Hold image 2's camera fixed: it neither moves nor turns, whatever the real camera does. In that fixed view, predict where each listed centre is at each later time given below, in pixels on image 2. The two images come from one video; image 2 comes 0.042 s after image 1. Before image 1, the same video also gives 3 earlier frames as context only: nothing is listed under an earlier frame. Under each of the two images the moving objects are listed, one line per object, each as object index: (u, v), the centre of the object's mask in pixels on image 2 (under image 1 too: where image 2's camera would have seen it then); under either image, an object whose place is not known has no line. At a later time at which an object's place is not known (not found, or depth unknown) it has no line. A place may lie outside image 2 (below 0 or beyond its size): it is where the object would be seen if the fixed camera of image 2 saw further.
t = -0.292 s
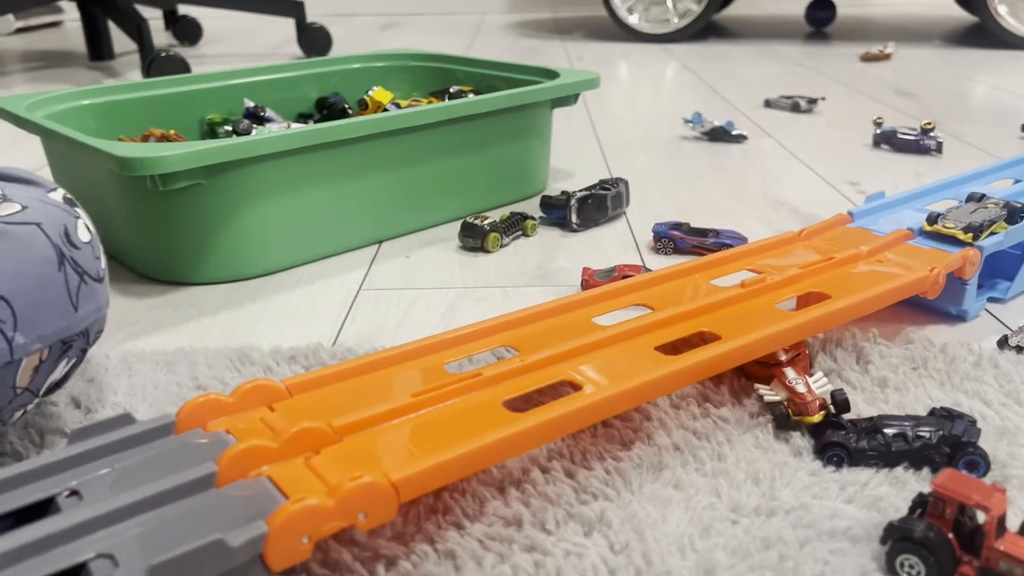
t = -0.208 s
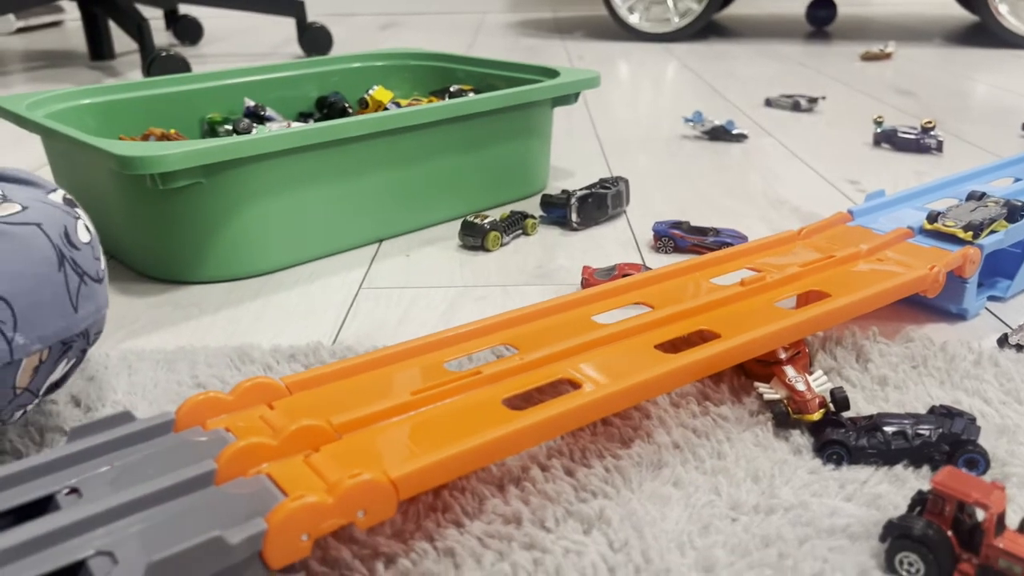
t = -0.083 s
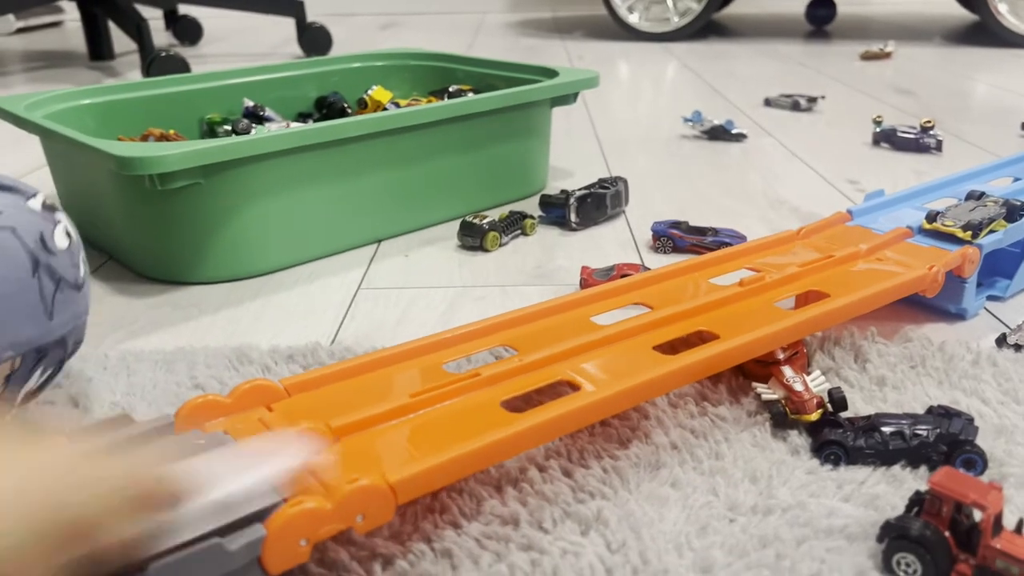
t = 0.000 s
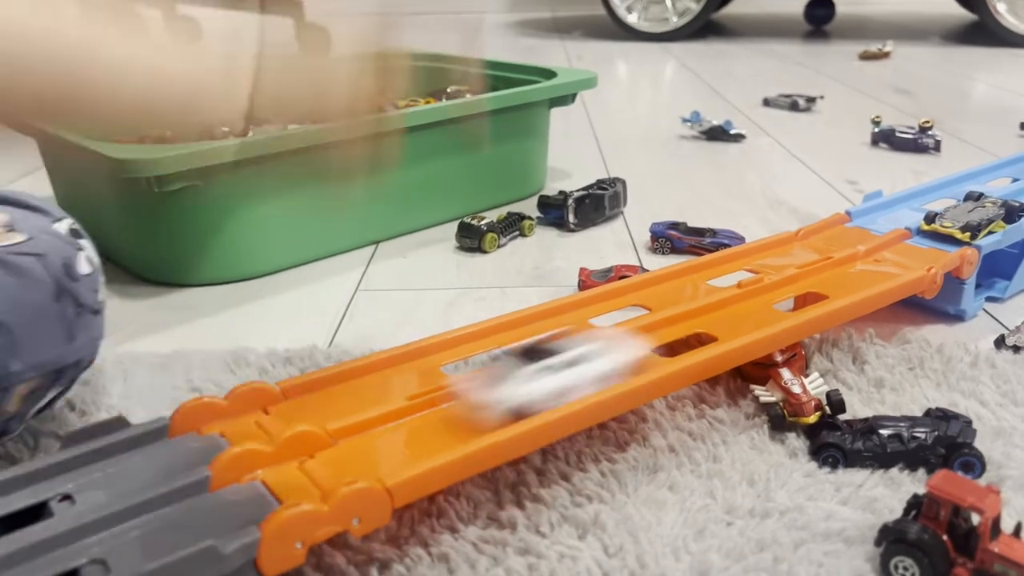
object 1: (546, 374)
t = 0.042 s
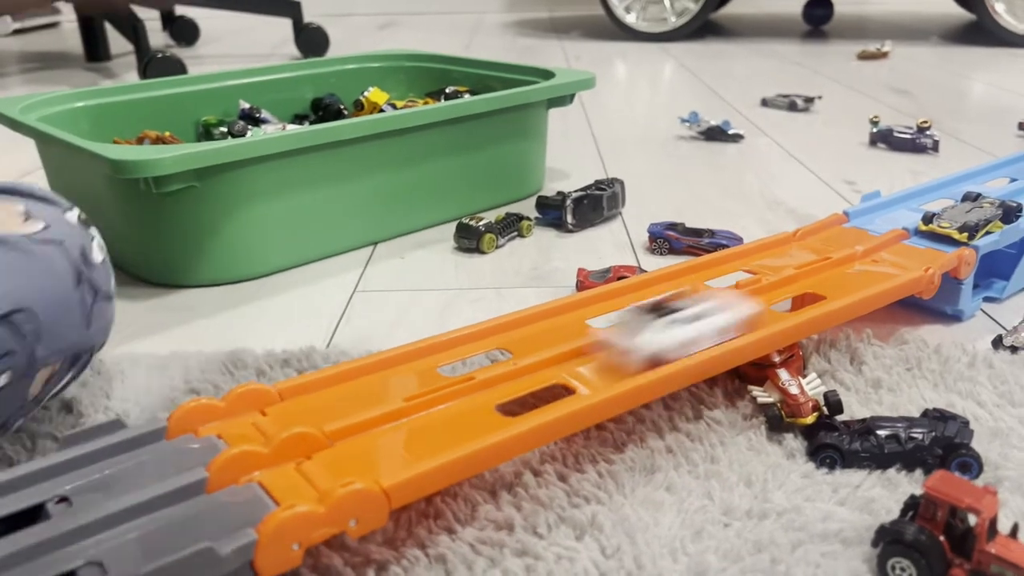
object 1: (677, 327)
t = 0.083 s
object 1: (779, 288)
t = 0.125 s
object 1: (867, 259)
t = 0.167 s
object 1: (915, 240)
